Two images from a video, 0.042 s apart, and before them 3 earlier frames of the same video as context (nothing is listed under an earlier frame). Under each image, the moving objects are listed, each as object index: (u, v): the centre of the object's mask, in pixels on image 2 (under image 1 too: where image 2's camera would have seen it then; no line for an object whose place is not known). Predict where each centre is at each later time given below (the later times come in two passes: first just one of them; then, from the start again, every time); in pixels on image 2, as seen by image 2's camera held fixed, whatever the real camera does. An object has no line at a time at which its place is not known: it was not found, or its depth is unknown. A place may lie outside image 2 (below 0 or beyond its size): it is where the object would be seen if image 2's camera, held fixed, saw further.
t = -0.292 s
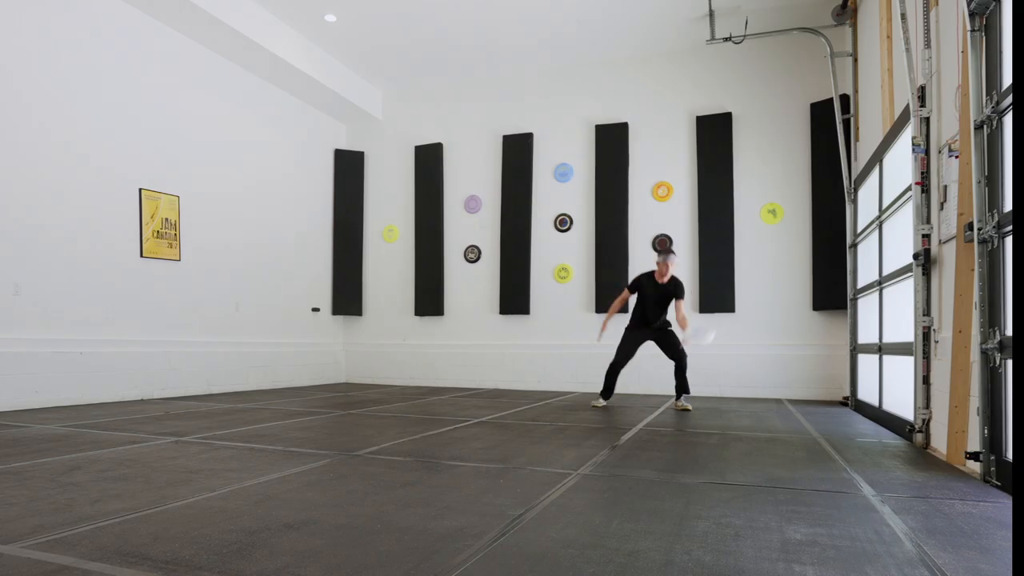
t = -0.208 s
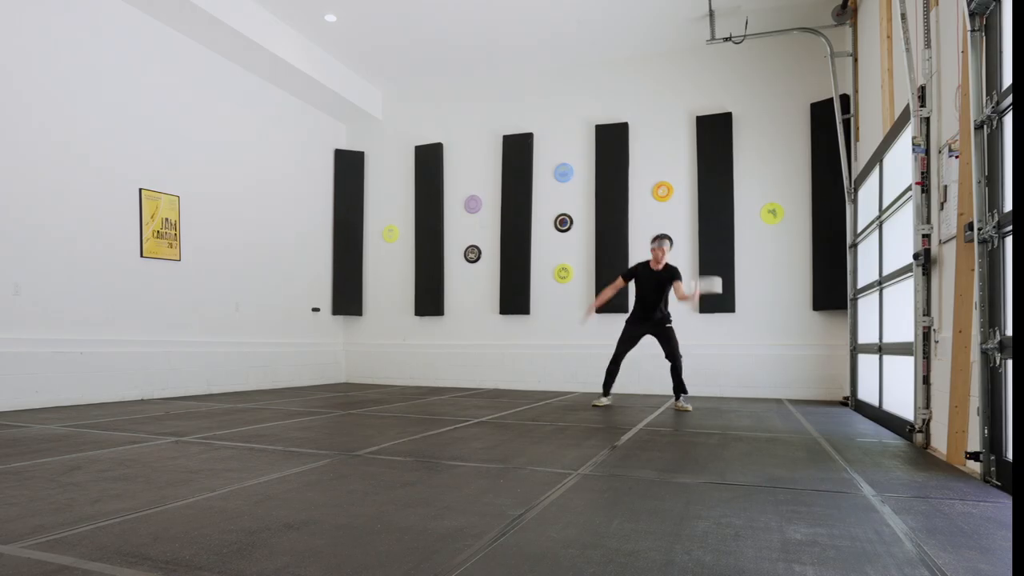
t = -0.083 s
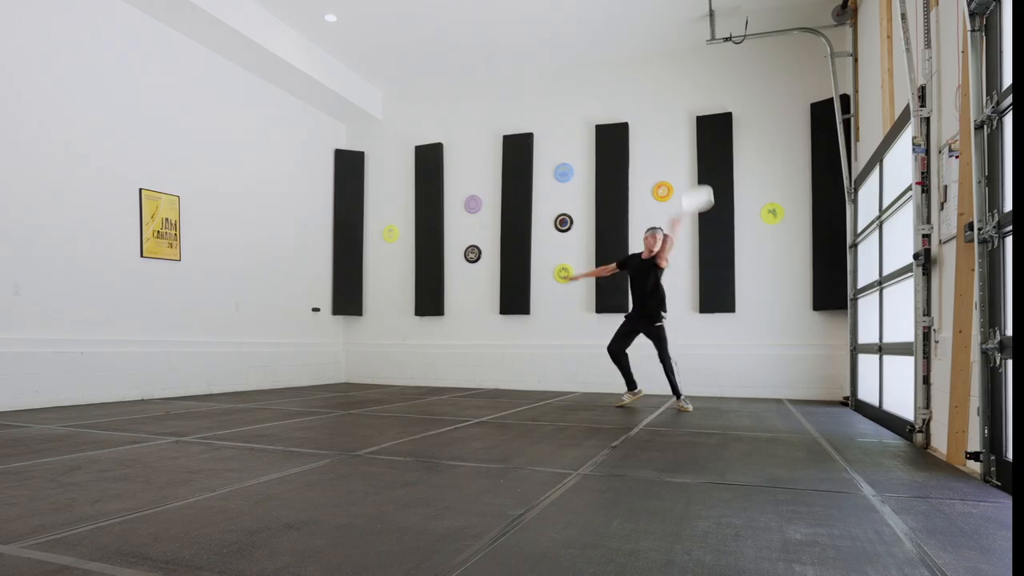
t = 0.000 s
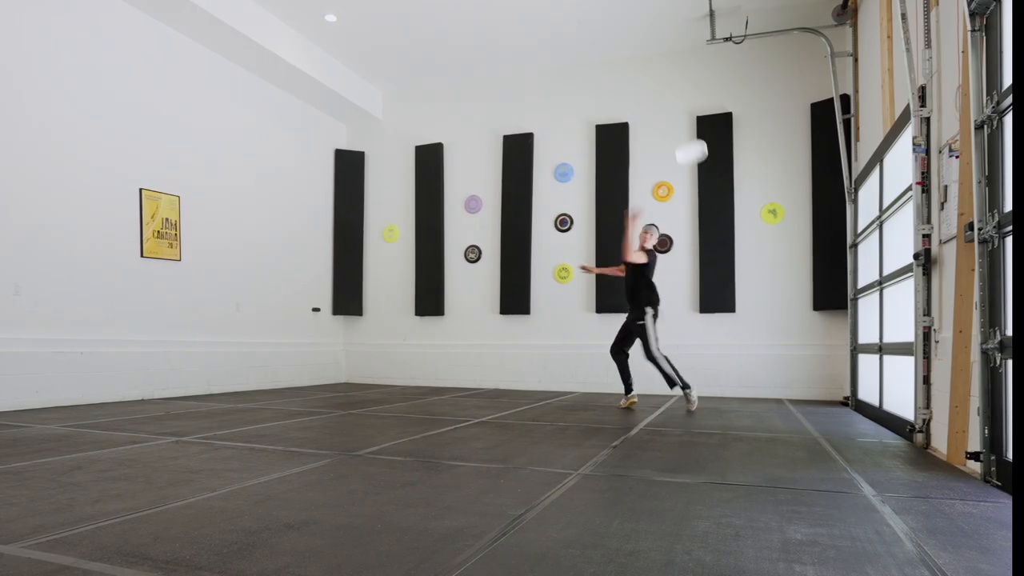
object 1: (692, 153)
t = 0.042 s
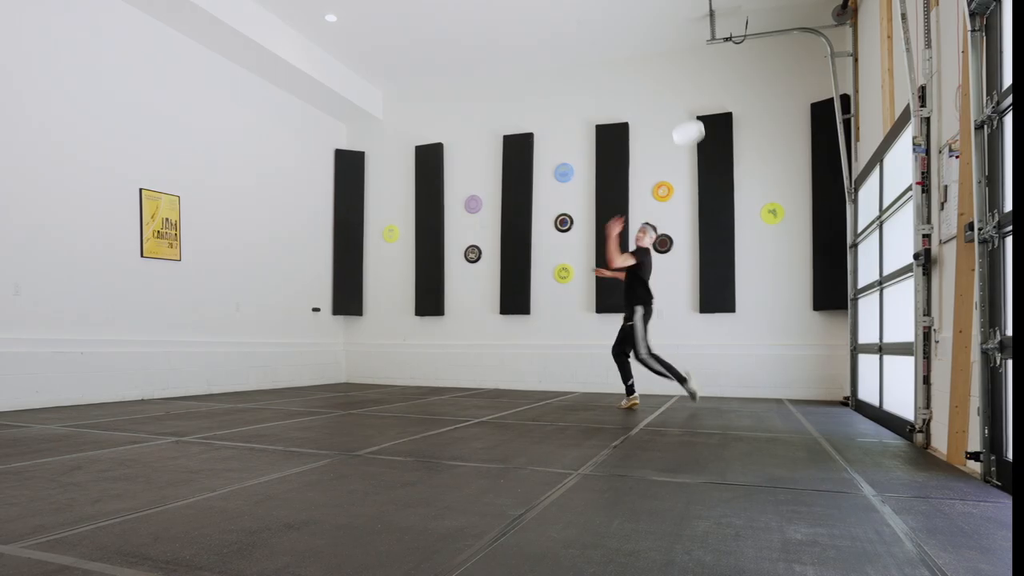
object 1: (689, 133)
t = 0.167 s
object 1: (679, 86)
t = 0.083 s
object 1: (685, 115)
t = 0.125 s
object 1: (682, 100)
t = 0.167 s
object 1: (679, 86)
